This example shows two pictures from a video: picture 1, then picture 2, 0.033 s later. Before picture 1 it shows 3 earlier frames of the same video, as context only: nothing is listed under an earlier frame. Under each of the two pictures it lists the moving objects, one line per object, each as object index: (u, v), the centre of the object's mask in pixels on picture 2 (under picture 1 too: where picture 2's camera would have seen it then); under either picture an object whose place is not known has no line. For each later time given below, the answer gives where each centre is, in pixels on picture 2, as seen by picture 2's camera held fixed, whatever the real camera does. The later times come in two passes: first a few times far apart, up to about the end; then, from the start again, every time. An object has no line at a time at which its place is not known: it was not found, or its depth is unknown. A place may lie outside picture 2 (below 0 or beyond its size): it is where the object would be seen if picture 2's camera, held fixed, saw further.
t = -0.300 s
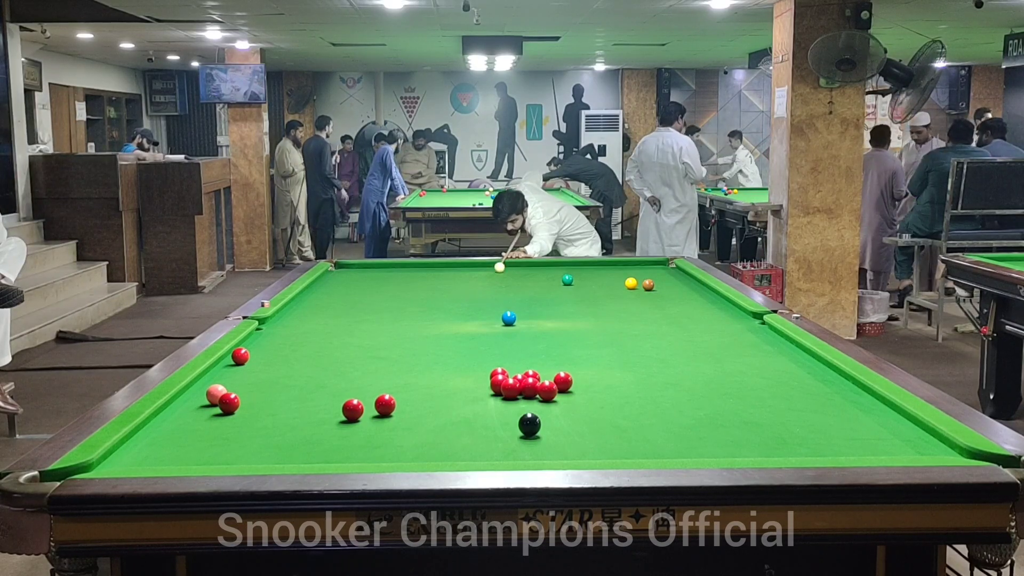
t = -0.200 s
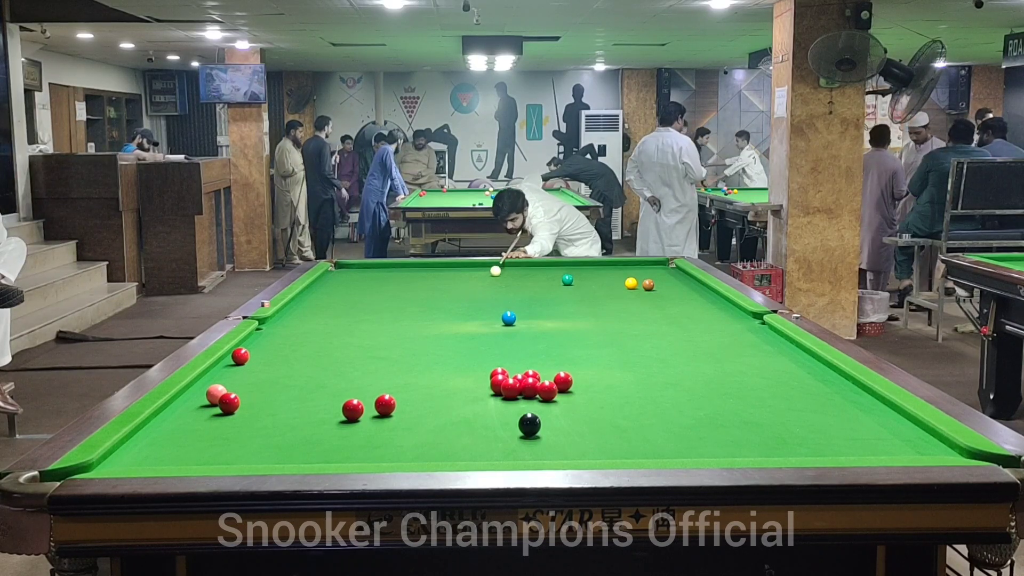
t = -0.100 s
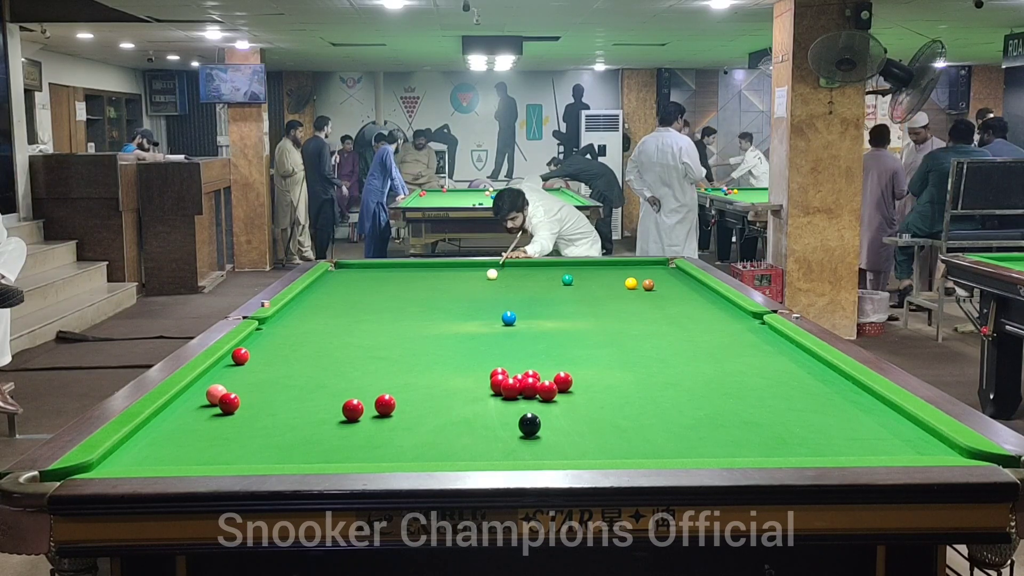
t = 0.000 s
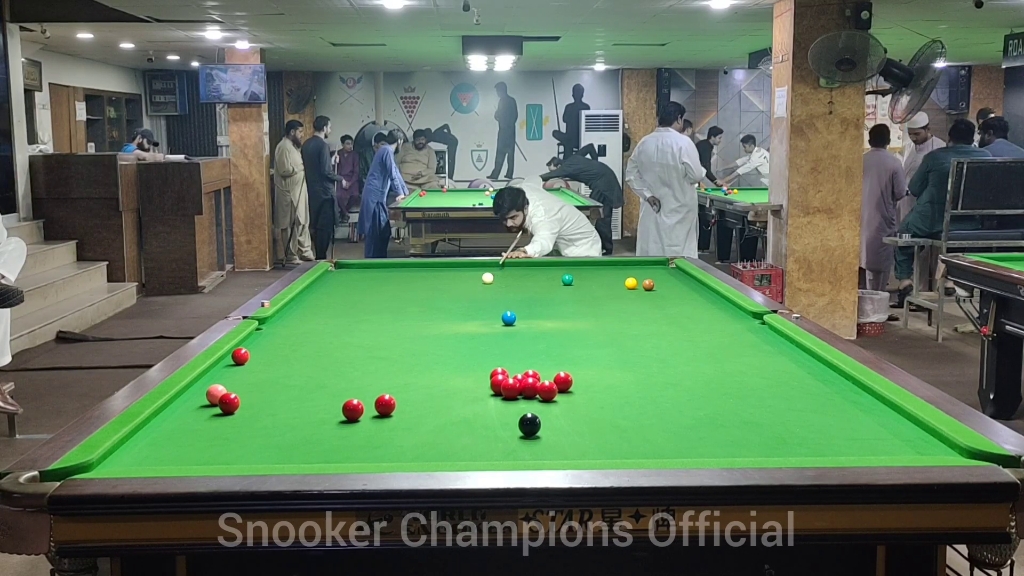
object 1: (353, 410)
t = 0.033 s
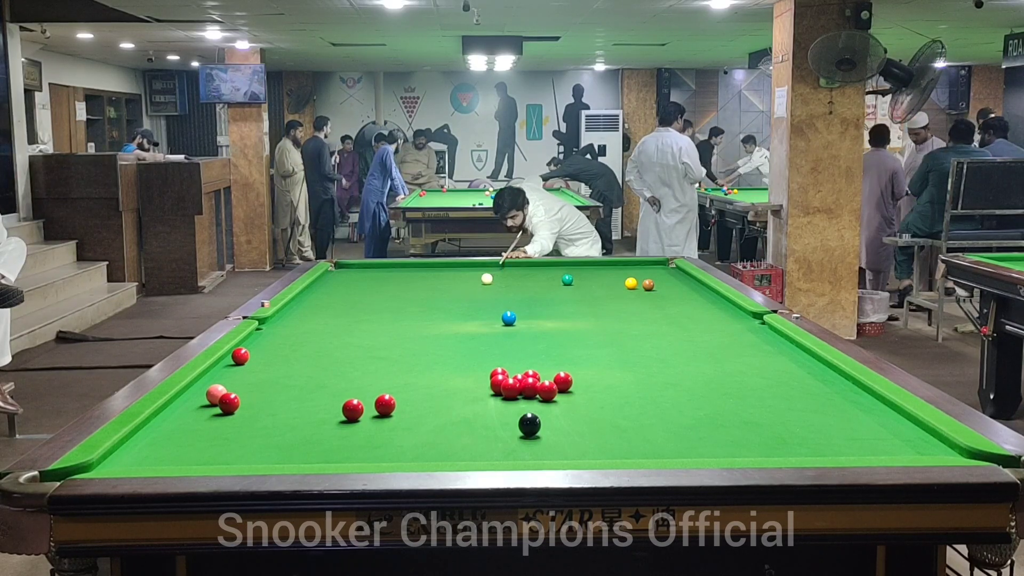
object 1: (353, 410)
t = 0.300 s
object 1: (353, 410)
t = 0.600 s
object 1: (353, 410)
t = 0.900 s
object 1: (353, 410)
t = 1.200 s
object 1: (353, 410)
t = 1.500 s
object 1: (353, 410)
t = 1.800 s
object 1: (353, 410)
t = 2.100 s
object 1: (375, 419)
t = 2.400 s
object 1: (408, 434)
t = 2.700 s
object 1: (441, 449)
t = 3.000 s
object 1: (475, 457)
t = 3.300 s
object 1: (493, 452)
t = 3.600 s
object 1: (512, 444)
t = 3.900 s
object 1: (525, 436)
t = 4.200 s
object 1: (537, 430)
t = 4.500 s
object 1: (548, 429)
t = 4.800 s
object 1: (555, 428)
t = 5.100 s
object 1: (556, 427)
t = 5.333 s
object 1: (556, 427)
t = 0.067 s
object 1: (353, 410)
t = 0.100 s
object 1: (353, 410)
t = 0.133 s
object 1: (353, 410)
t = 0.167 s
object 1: (353, 410)
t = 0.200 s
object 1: (353, 410)
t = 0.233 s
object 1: (353, 410)
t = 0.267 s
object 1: (353, 410)
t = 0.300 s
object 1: (353, 410)
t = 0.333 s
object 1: (353, 410)
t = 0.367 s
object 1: (353, 410)
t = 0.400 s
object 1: (353, 410)
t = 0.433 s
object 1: (353, 410)
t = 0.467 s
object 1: (353, 410)
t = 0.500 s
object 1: (353, 410)
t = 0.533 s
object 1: (353, 410)
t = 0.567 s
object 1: (353, 410)
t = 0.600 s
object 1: (353, 410)
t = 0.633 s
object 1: (353, 410)
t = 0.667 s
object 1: (353, 410)
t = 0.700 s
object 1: (353, 410)
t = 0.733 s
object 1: (353, 410)
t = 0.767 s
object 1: (353, 410)
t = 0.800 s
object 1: (353, 410)
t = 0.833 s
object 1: (353, 410)
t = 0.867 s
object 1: (353, 410)
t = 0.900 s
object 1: (353, 410)
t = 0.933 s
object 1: (353, 410)
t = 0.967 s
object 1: (353, 410)
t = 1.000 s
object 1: (353, 410)
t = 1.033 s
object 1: (353, 410)
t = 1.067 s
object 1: (353, 410)
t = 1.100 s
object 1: (353, 410)
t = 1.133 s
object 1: (353, 410)
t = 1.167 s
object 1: (353, 410)
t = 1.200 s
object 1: (353, 410)
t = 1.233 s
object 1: (353, 410)
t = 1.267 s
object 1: (353, 410)
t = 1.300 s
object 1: (353, 410)
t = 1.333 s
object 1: (353, 410)
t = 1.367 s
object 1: (353, 410)
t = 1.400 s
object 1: (353, 410)
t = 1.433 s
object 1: (353, 410)
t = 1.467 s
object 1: (353, 410)
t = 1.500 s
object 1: (353, 410)
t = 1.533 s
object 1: (353, 410)
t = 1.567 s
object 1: (353, 410)
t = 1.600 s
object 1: (353, 409)
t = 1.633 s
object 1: (353, 410)
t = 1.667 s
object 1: (353, 410)
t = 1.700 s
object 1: (353, 409)
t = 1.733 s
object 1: (353, 410)
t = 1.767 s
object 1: (353, 410)
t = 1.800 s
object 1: (353, 410)
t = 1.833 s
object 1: (353, 409)
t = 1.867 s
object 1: (353, 410)
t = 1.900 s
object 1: (353, 410)
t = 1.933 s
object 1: (353, 409)
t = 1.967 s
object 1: (358, 412)
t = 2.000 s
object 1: (363, 414)
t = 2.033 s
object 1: (367, 416)
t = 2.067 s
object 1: (369, 416)
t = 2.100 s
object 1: (375, 419)
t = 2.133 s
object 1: (377, 420)
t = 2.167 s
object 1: (382, 422)
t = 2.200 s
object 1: (386, 424)
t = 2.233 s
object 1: (388, 425)
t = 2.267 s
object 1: (392, 427)
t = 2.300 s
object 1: (396, 429)
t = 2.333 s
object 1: (400, 431)
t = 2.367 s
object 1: (404, 432)
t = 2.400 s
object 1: (408, 434)
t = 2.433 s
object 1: (413, 436)
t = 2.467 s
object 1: (415, 437)
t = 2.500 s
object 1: (419, 439)
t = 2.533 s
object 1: (423, 441)
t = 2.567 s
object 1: (427, 443)
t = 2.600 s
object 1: (431, 445)
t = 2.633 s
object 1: (435, 447)
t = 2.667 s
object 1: (437, 448)
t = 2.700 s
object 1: (441, 449)
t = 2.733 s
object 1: (445, 451)
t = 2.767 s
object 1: (447, 451)
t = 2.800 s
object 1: (451, 452)
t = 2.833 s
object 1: (458, 454)
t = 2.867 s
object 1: (460, 454)
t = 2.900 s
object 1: (462, 455)
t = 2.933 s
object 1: (466, 456)
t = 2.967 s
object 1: (472, 457)
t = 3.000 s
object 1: (475, 457)
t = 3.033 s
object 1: (478, 456)
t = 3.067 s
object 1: (479, 456)
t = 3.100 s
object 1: (482, 455)
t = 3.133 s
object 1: (483, 455)
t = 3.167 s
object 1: (485, 454)
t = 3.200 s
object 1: (488, 454)
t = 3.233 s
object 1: (490, 453)
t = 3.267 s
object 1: (492, 452)
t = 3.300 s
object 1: (493, 452)
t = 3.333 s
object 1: (497, 451)
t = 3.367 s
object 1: (498, 450)
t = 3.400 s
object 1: (500, 449)
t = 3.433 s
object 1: (503, 448)
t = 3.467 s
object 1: (504, 448)
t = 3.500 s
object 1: (506, 447)
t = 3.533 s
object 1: (508, 446)
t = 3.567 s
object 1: (510, 445)
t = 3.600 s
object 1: (512, 444)
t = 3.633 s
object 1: (514, 443)
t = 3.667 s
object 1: (515, 442)
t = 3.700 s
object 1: (516, 441)
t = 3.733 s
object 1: (518, 440)
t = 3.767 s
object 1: (520, 439)
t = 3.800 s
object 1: (521, 439)
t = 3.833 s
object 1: (522, 438)
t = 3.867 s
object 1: (524, 437)
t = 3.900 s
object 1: (525, 436)
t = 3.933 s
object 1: (527, 435)
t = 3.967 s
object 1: (528, 434)
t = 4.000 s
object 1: (530, 433)
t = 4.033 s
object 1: (531, 433)
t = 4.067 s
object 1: (532, 432)
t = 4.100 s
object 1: (533, 432)
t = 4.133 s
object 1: (534, 431)
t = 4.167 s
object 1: (535, 430)
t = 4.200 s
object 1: (537, 430)
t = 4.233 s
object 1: (538, 430)
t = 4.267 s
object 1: (540, 430)
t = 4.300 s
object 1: (541, 429)
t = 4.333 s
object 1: (543, 429)
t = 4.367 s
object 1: (544, 429)
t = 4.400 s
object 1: (544, 429)
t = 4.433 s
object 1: (546, 429)
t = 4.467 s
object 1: (547, 429)
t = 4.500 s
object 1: (548, 429)
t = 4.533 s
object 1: (549, 428)
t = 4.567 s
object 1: (550, 428)
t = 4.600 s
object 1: (551, 428)
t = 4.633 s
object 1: (552, 428)
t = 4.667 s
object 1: (552, 428)
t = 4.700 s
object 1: (553, 428)
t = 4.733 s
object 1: (554, 428)
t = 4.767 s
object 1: (554, 428)
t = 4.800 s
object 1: (555, 428)
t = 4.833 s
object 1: (555, 428)
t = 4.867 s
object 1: (555, 428)
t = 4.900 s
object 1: (556, 427)
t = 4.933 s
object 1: (556, 427)
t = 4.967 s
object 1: (556, 427)
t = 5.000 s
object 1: (556, 427)
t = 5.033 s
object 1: (556, 427)
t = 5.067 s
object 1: (556, 427)
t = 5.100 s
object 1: (556, 427)
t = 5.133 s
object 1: (556, 427)
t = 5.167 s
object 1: (556, 427)
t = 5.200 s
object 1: (556, 427)
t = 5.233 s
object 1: (556, 427)
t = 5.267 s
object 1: (556, 427)
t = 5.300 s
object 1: (556, 427)
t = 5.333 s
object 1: (556, 427)
